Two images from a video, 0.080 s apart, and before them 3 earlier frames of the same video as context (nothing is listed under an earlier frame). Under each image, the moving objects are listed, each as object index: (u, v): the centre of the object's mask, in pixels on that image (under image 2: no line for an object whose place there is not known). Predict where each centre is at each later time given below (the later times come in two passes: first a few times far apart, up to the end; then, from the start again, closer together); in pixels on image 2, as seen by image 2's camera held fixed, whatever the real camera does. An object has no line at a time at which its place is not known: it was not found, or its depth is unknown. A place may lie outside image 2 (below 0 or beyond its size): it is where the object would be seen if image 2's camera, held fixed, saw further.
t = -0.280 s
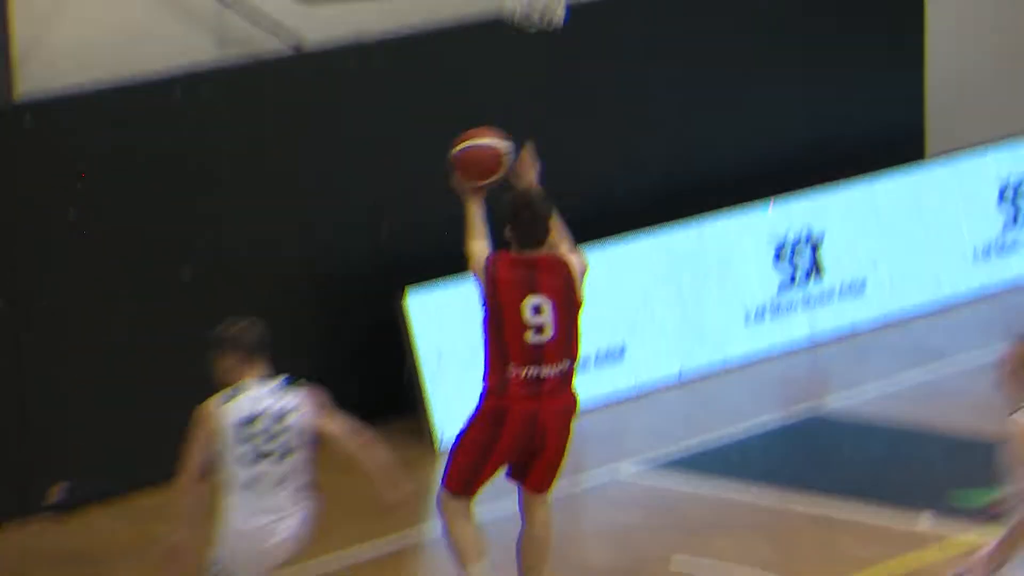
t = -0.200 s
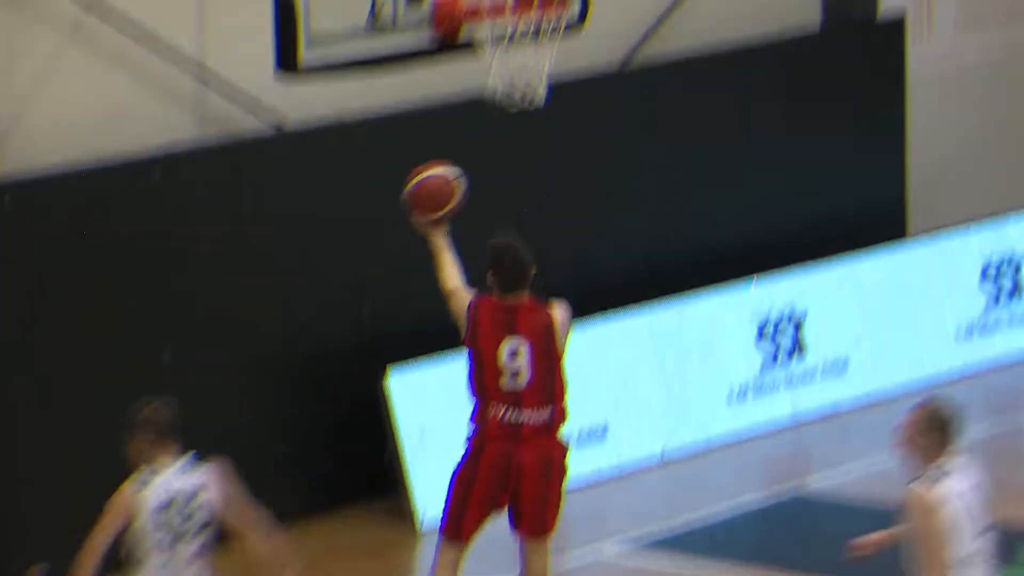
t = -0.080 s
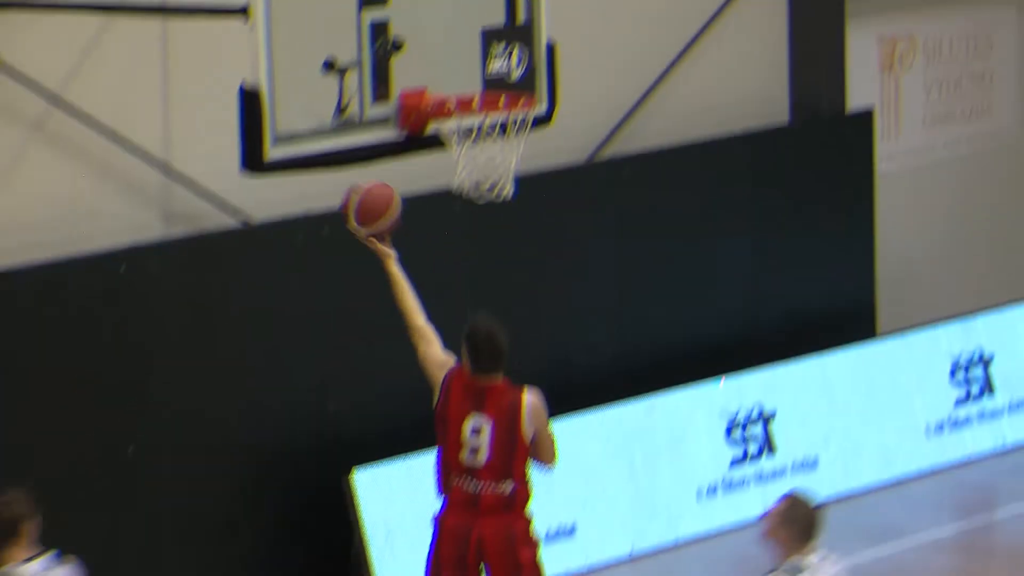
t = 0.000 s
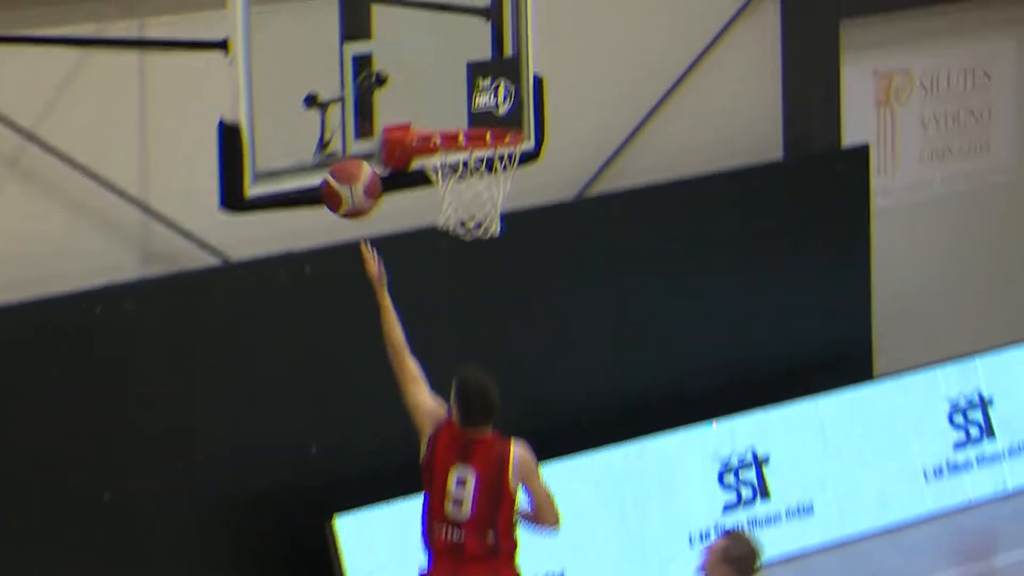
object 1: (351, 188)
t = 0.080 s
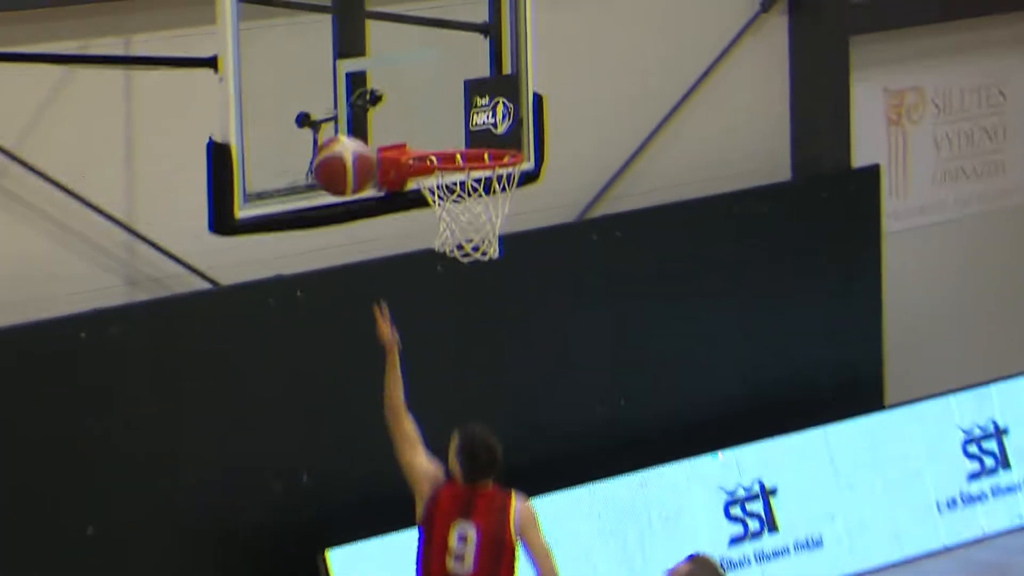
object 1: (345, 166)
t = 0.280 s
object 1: (383, 118)
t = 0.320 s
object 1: (398, 119)
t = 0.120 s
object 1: (344, 149)
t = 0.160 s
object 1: (345, 137)
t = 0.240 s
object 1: (371, 120)
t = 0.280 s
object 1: (383, 118)
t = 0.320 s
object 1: (398, 119)
